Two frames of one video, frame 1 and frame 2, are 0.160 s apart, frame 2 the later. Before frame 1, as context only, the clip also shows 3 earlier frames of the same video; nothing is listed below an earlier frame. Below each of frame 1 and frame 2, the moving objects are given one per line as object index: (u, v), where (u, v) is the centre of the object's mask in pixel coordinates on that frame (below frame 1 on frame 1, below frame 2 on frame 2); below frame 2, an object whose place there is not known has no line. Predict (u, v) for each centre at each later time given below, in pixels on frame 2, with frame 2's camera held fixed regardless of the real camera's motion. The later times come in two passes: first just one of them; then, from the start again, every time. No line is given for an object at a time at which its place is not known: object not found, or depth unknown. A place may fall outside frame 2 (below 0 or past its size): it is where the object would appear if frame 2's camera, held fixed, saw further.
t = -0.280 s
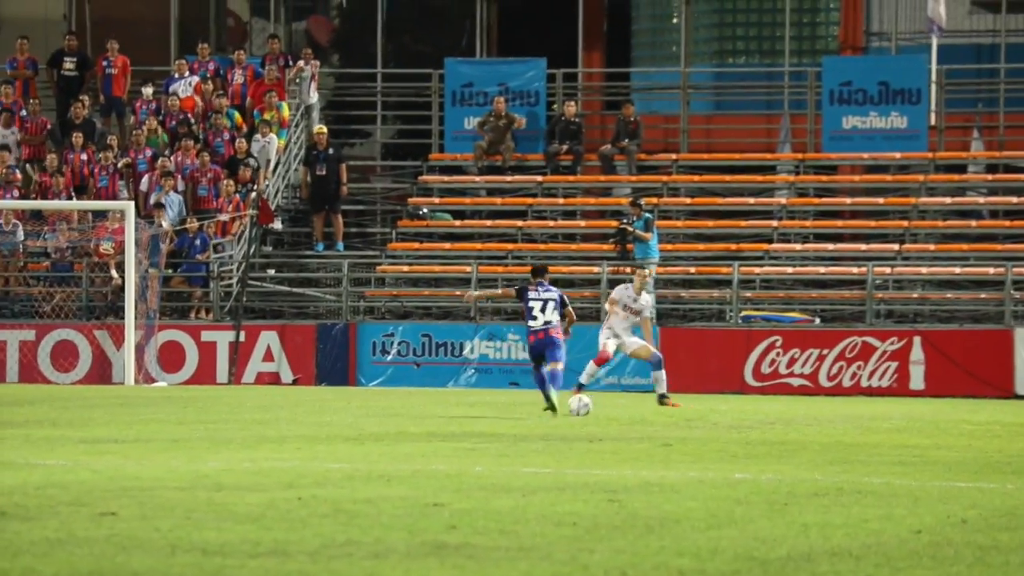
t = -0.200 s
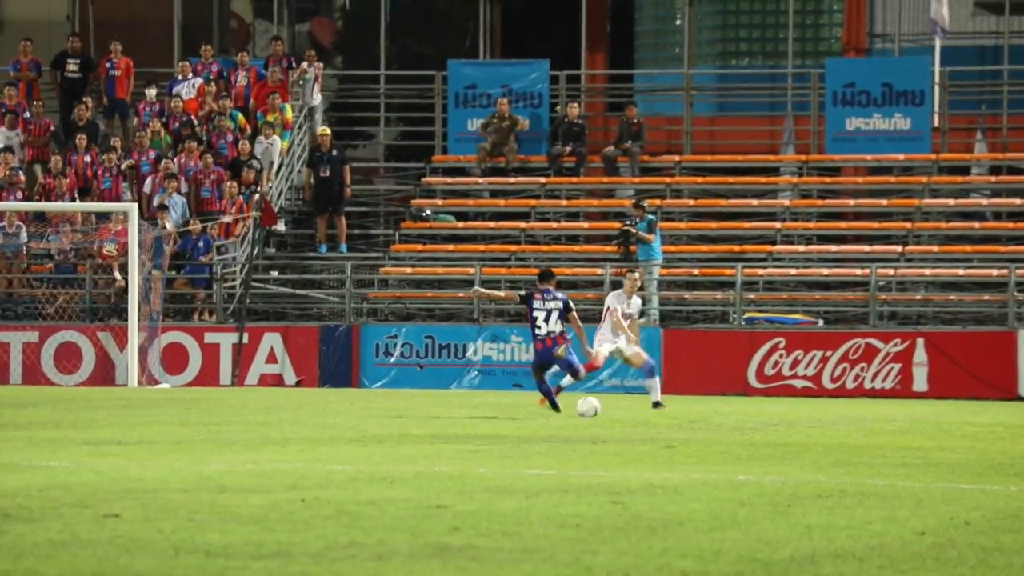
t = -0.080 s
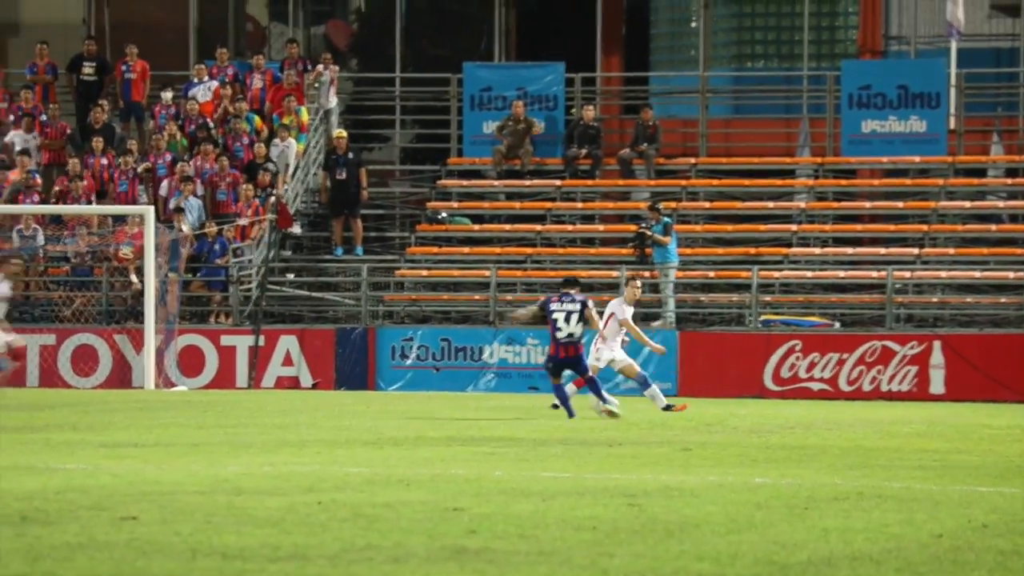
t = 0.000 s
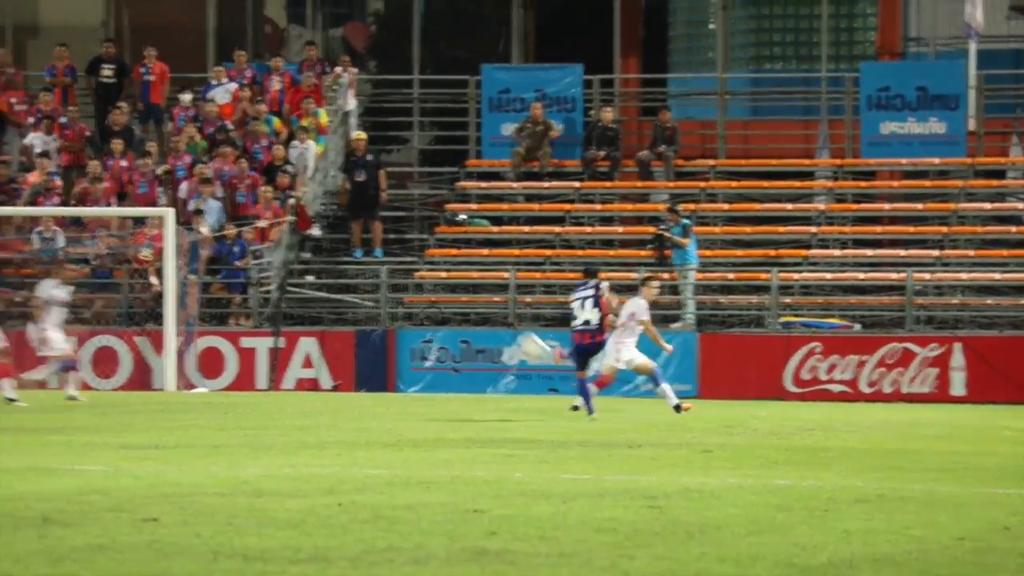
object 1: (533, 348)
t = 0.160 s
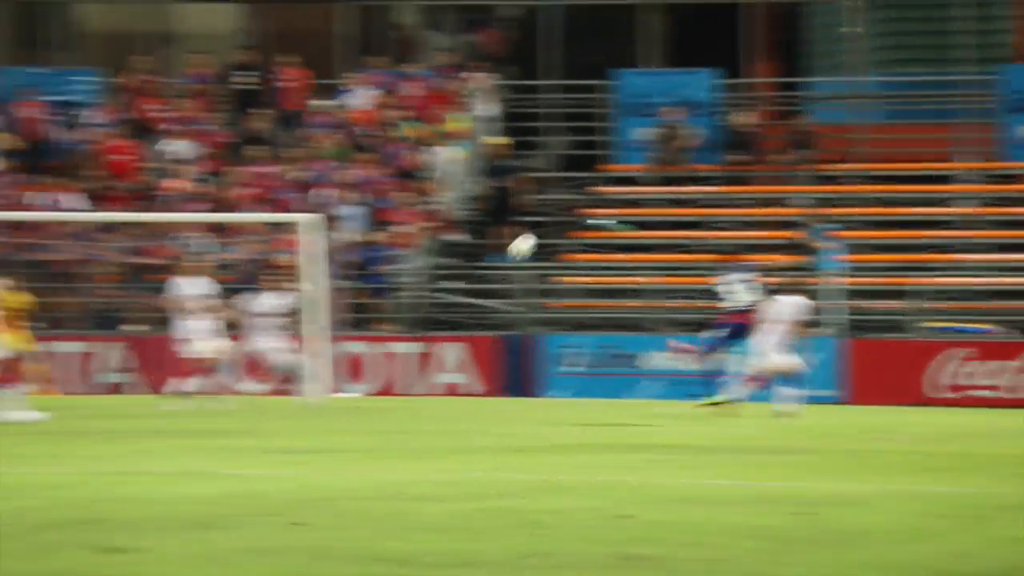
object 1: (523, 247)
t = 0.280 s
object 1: (430, 182)
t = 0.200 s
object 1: (491, 224)
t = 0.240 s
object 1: (460, 203)
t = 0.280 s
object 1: (430, 182)
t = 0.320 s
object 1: (409, 161)
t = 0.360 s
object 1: (385, 142)
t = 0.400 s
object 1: (361, 123)
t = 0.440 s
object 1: (339, 106)
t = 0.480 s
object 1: (320, 90)
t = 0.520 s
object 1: (301, 74)
